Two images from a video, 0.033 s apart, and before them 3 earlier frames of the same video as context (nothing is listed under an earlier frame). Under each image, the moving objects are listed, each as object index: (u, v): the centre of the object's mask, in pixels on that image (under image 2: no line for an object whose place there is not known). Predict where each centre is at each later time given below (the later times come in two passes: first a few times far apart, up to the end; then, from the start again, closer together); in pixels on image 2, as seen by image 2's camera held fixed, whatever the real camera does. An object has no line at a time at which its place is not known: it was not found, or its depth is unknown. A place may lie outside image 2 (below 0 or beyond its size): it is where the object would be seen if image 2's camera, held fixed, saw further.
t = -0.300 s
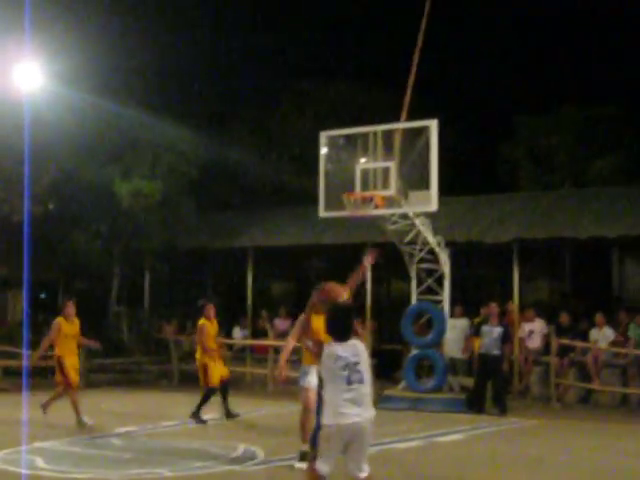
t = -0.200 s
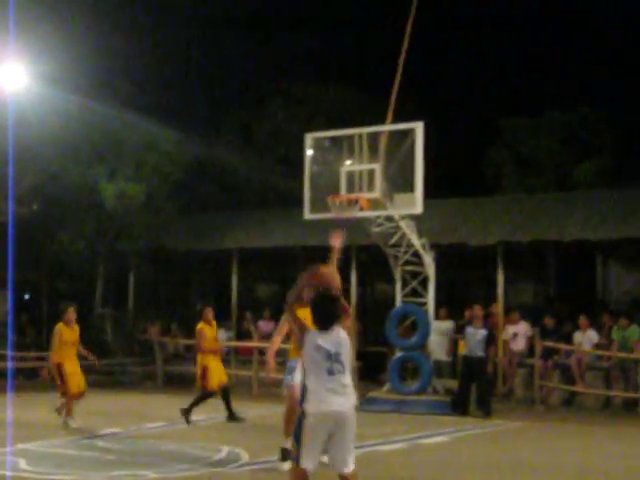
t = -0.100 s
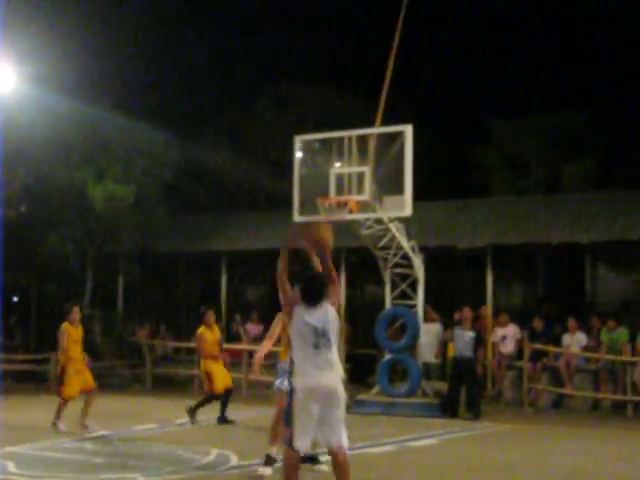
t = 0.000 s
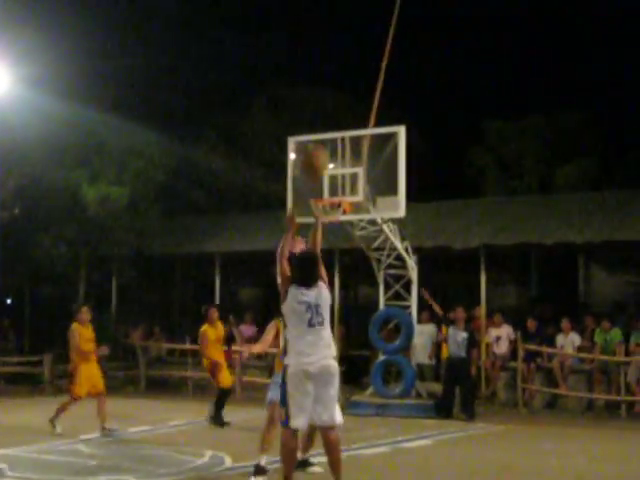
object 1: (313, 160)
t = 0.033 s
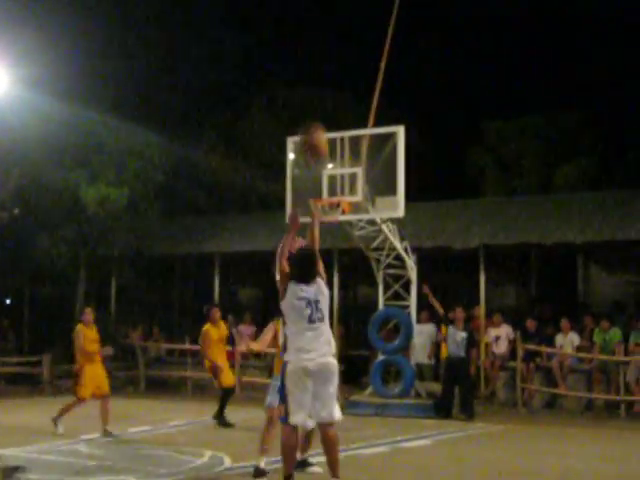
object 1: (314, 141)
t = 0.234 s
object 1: (317, 59)
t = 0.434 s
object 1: (322, 30)
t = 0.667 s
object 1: (326, 47)
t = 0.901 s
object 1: (329, 99)
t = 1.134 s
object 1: (332, 181)
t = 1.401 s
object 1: (268, 168)
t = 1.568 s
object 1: (215, 171)
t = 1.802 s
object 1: (133, 214)
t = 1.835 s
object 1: (120, 224)
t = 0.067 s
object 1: (313, 120)
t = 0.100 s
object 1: (313, 106)
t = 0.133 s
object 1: (313, 92)
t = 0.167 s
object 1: (314, 79)
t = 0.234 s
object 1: (317, 59)
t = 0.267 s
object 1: (317, 50)
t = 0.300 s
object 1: (318, 44)
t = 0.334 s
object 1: (319, 38)
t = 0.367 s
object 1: (320, 35)
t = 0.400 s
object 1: (321, 31)
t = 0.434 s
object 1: (322, 30)
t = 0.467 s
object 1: (322, 29)
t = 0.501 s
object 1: (323, 30)
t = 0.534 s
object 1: (324, 32)
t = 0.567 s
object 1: (325, 34)
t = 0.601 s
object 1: (325, 37)
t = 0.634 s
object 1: (326, 42)
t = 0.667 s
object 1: (326, 47)
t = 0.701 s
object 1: (327, 52)
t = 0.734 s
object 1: (327, 59)
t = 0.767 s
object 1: (328, 66)
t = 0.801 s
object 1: (328, 73)
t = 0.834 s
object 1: (328, 81)
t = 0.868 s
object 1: (329, 90)
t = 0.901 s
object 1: (329, 99)
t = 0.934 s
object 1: (330, 110)
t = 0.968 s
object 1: (330, 119)
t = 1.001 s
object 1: (331, 130)
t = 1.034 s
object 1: (332, 143)
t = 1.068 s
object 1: (331, 154)
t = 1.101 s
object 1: (331, 167)
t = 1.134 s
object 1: (332, 181)
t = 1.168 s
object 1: (331, 195)
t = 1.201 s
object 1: (328, 192)
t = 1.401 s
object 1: (268, 168)
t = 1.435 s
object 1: (258, 167)
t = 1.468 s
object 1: (247, 167)
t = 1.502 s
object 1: (237, 167)
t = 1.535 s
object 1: (227, 169)
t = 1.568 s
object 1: (215, 171)
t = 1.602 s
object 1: (203, 174)
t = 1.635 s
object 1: (192, 178)
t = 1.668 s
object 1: (181, 183)
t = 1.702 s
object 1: (169, 189)
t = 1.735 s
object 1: (157, 196)
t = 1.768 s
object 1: (145, 204)
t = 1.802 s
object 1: (133, 214)
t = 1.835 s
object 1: (120, 224)
